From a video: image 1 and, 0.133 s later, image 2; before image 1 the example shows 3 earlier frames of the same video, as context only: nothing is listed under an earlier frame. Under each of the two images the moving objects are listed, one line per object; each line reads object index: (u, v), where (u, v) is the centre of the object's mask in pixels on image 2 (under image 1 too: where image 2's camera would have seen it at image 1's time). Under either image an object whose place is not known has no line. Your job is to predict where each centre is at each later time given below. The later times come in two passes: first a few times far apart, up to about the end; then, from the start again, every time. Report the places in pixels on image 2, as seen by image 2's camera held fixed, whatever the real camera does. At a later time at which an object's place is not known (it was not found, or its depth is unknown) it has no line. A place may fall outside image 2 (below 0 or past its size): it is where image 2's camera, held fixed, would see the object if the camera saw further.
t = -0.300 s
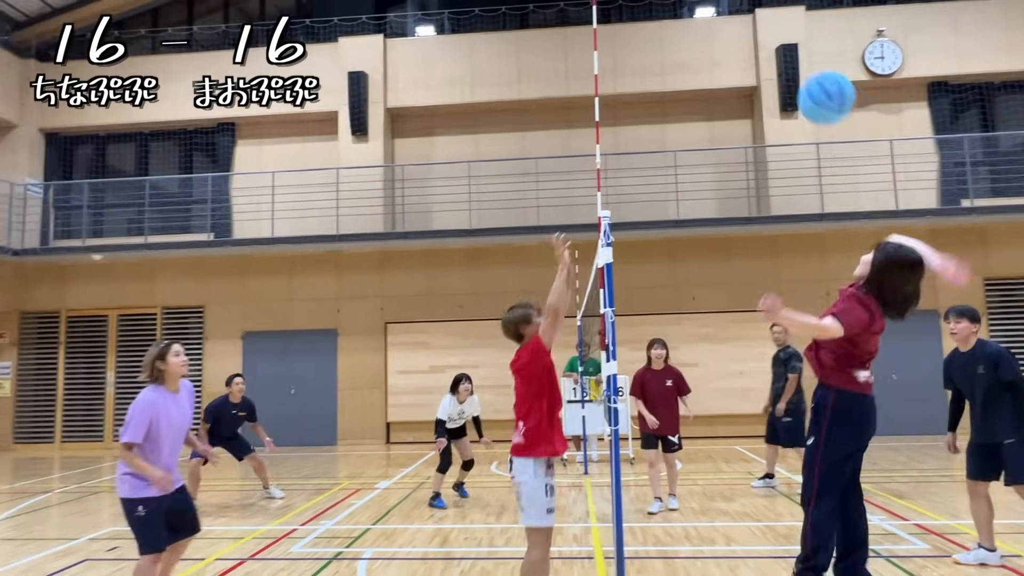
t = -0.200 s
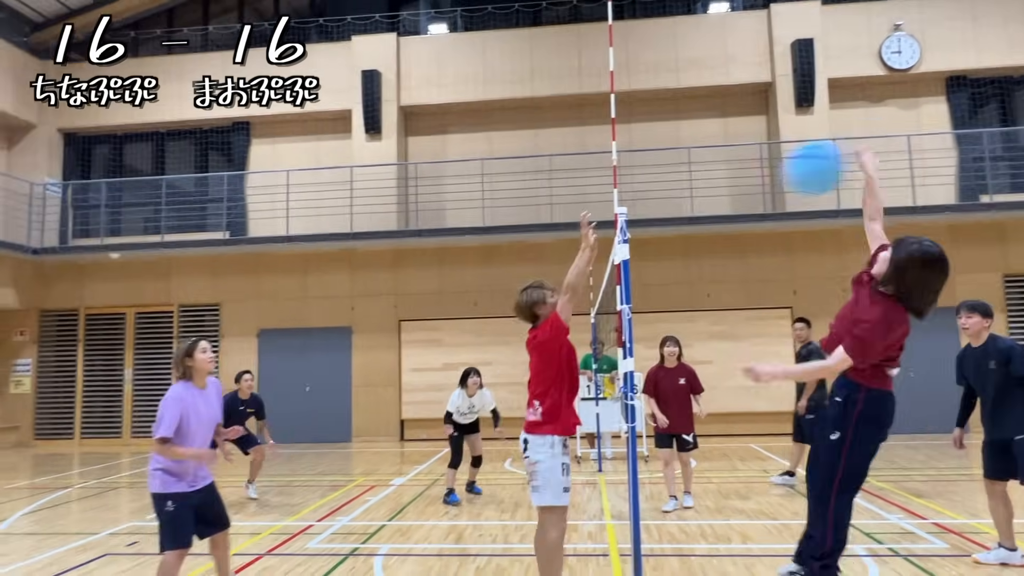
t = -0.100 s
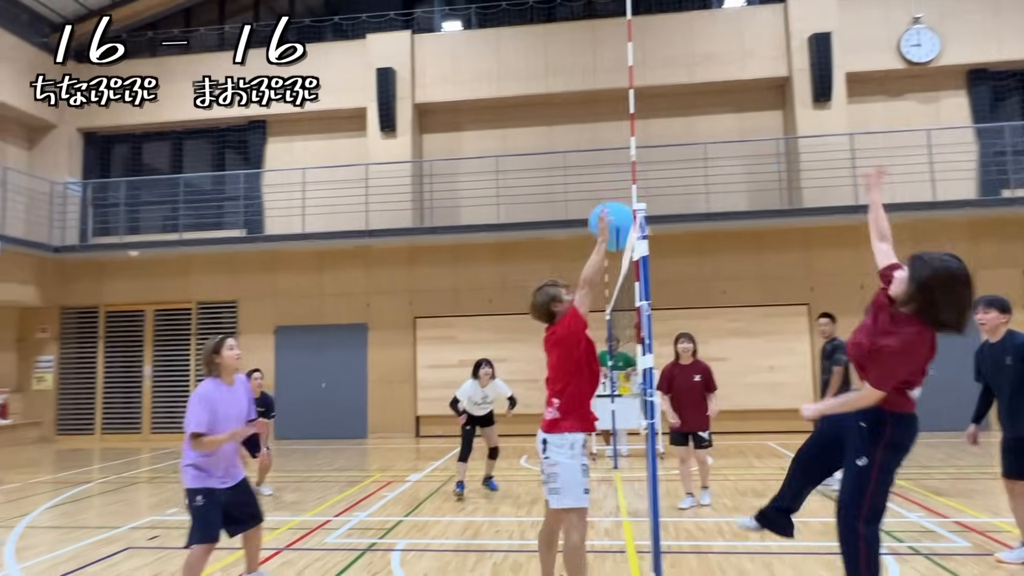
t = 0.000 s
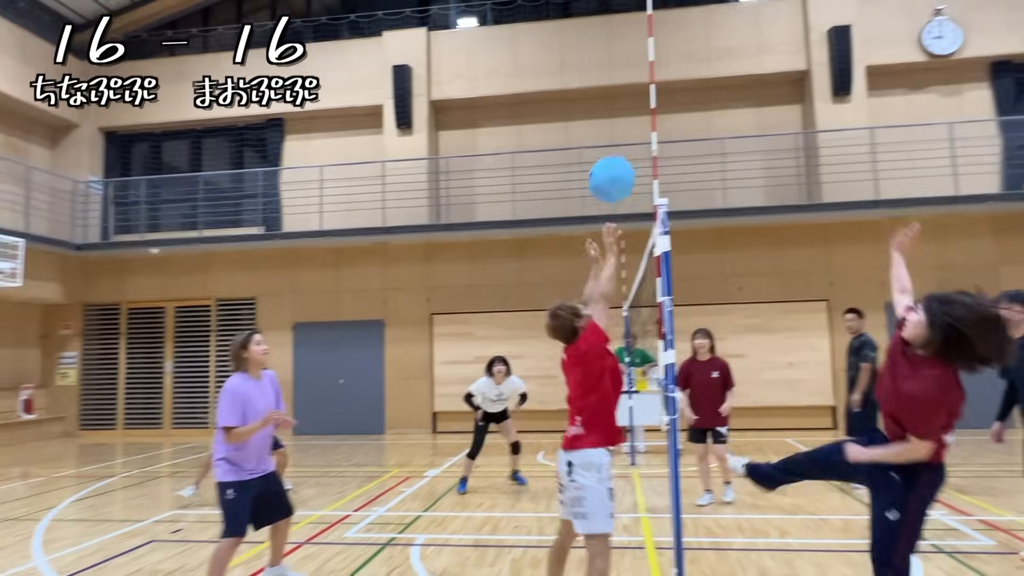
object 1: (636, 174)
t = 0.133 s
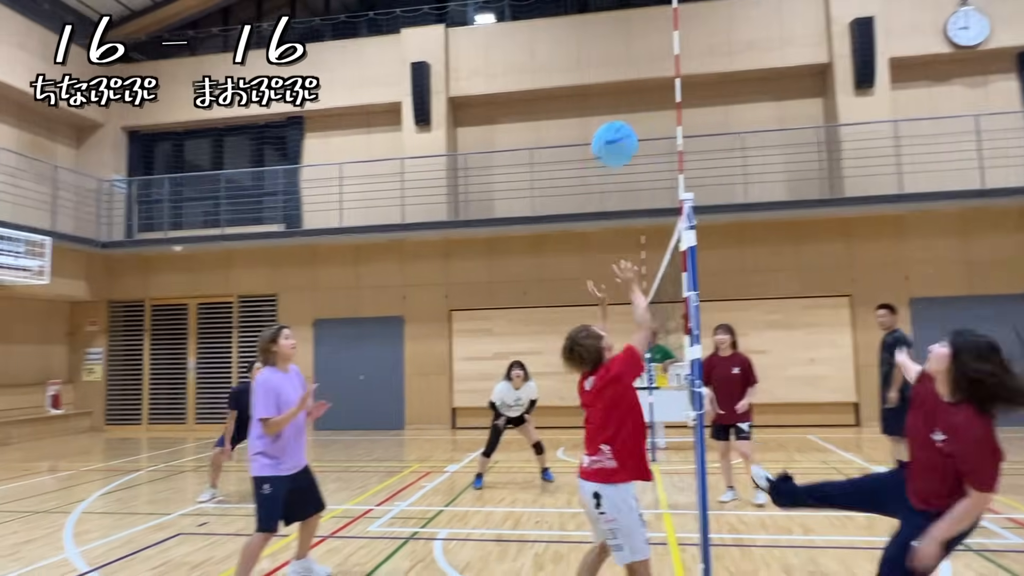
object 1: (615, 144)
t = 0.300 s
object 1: (595, 145)
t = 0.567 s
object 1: (569, 230)
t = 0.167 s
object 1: (610, 141)
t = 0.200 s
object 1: (606, 140)
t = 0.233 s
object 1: (602, 140)
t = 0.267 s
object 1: (599, 142)
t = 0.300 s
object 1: (595, 145)
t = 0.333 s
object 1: (591, 151)
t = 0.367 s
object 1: (589, 158)
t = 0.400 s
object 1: (585, 166)
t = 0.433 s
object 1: (582, 176)
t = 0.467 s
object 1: (579, 187)
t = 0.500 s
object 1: (575, 200)
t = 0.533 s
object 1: (572, 214)
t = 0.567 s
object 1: (569, 230)
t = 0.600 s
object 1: (566, 246)
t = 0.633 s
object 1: (563, 264)
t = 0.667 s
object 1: (560, 283)
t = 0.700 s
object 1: (557, 303)
